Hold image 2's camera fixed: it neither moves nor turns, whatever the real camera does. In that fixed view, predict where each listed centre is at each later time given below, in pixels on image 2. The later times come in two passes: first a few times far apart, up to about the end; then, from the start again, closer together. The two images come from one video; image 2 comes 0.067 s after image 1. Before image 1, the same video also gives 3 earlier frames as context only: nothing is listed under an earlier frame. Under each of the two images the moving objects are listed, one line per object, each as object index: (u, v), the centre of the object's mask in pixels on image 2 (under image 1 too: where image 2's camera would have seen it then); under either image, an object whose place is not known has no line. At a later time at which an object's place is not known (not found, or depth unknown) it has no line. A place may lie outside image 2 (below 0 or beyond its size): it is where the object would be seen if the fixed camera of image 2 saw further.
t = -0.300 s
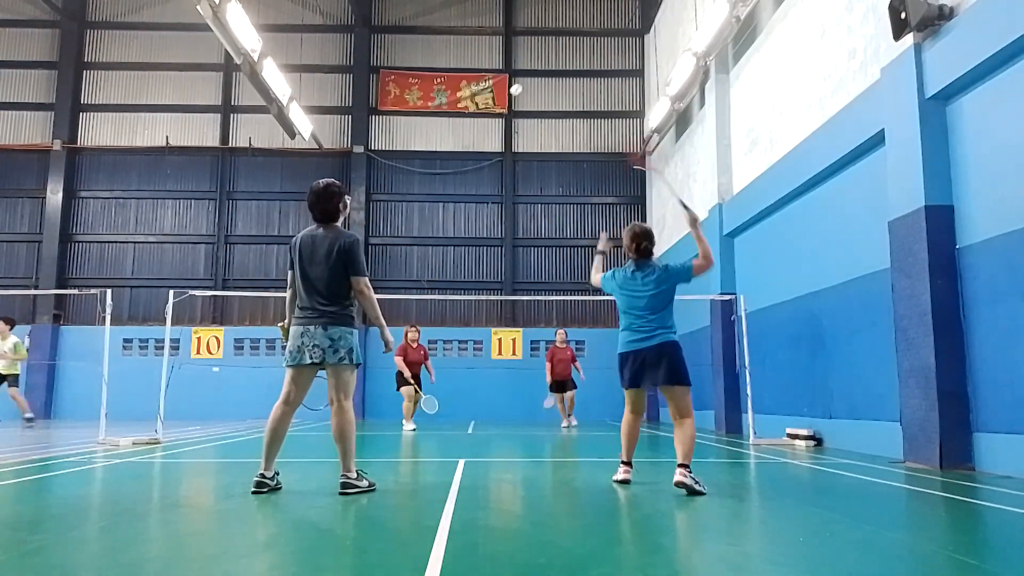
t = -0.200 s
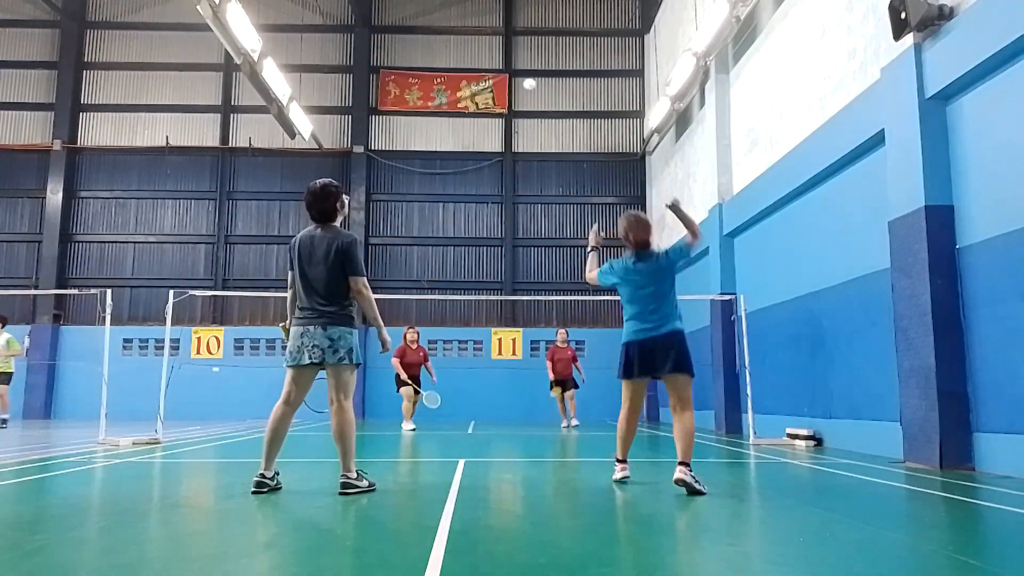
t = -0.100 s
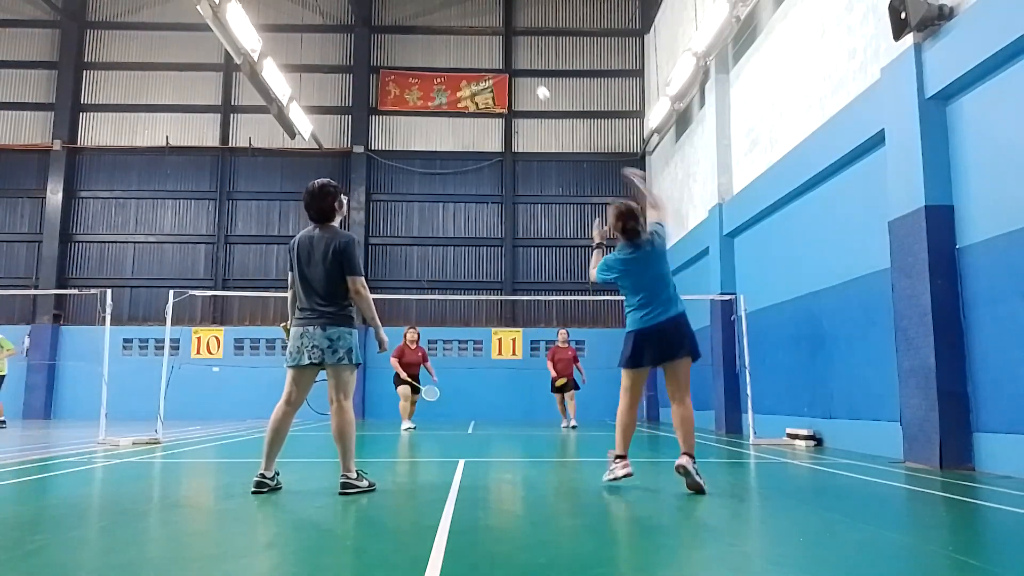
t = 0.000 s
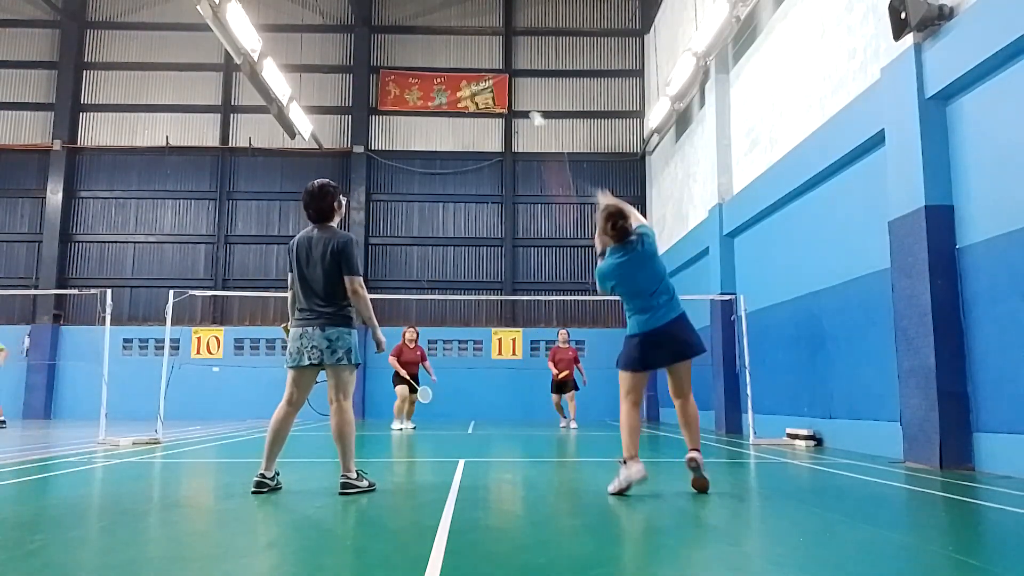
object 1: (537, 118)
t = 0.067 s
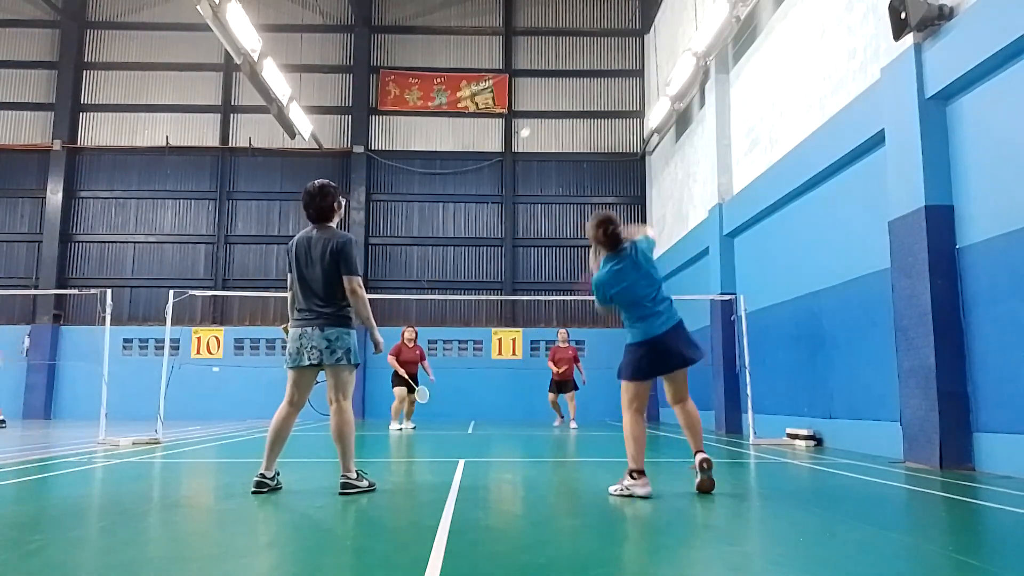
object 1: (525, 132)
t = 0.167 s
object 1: (517, 146)
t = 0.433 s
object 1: (508, 191)
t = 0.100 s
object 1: (521, 136)
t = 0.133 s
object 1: (519, 141)
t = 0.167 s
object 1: (517, 146)
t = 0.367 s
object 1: (509, 179)
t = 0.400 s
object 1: (509, 185)
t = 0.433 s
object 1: (508, 191)
